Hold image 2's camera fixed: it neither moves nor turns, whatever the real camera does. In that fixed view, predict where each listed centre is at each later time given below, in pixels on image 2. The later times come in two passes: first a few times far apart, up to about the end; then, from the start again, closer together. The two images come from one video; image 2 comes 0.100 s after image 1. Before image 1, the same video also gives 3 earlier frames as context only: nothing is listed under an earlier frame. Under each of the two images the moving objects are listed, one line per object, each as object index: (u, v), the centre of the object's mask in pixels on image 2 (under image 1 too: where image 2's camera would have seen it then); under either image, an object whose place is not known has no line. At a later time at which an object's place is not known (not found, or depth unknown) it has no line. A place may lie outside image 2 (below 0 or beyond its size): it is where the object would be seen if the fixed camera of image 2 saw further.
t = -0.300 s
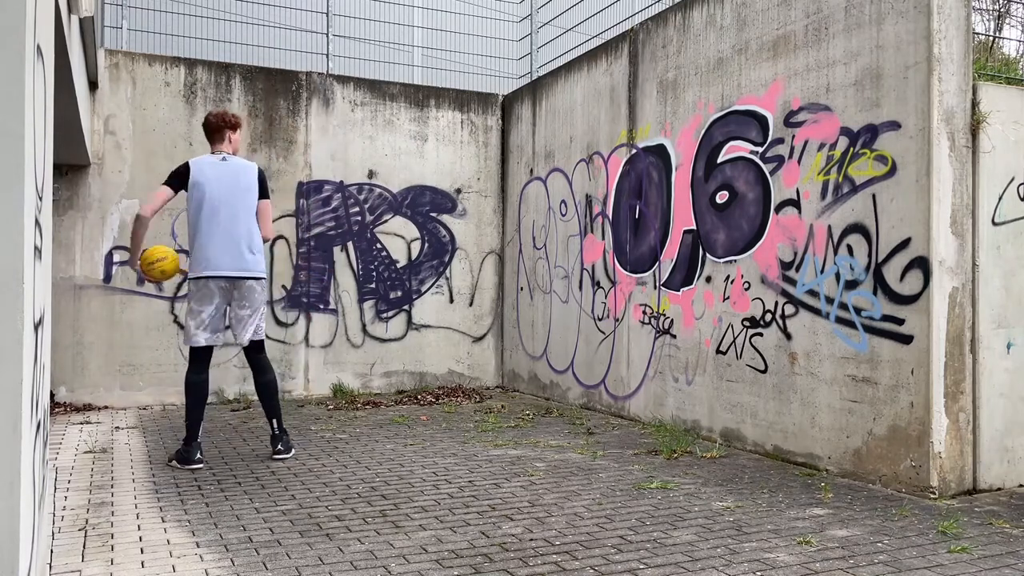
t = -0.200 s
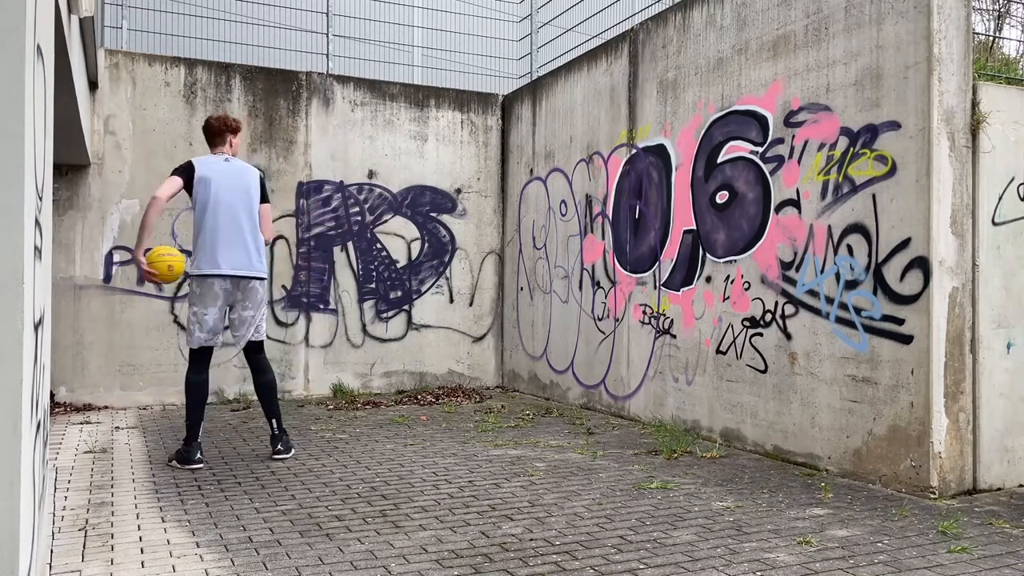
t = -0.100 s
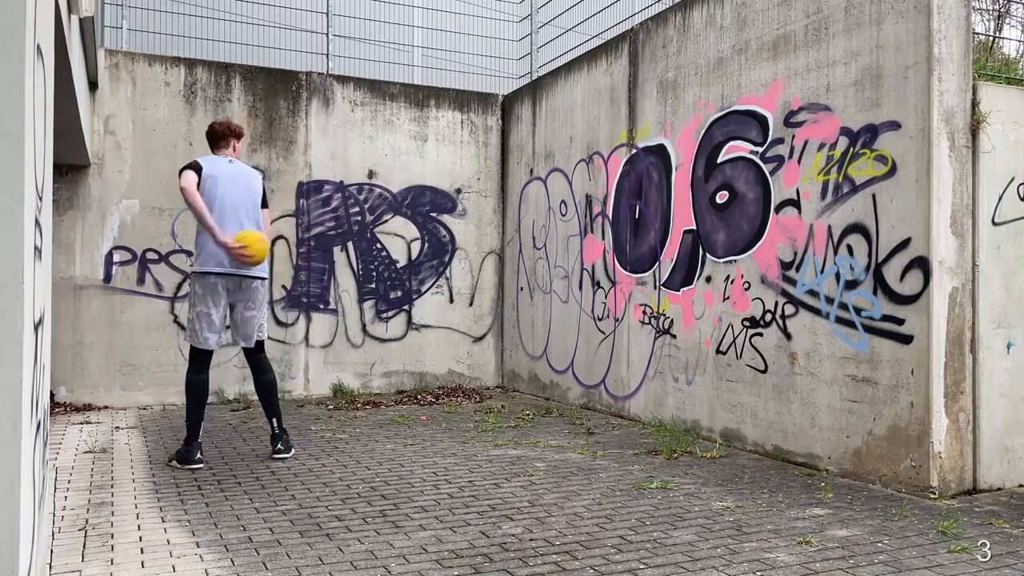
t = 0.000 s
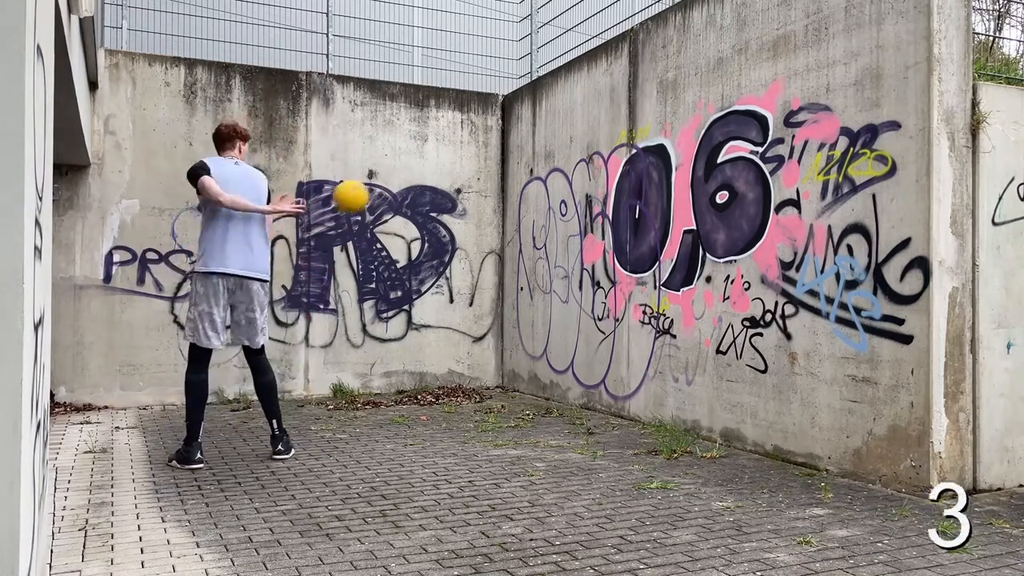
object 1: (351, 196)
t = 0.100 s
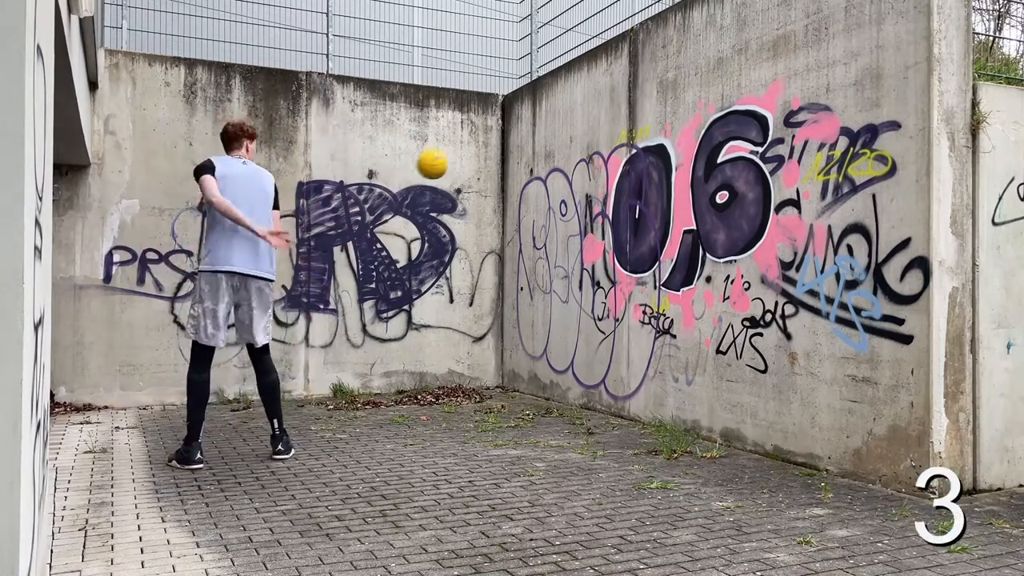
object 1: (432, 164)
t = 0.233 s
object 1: (519, 145)
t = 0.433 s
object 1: (554, 148)
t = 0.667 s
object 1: (419, 186)
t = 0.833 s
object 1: (325, 251)
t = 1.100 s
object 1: (176, 395)
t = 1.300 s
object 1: (110, 314)
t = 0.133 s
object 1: (456, 156)
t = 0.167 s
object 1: (478, 151)
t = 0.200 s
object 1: (499, 147)
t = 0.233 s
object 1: (519, 145)
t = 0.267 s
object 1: (538, 144)
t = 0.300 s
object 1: (556, 144)
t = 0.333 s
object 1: (573, 146)
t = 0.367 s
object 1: (589, 149)
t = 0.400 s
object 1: (574, 148)
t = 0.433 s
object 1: (554, 148)
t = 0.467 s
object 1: (535, 150)
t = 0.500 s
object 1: (515, 153)
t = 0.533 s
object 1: (495, 157)
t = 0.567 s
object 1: (476, 162)
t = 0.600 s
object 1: (457, 169)
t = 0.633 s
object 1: (438, 176)
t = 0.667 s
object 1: (419, 186)
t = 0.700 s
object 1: (400, 197)
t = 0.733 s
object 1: (381, 208)
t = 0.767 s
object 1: (362, 221)
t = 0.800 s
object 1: (343, 235)
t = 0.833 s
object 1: (325, 251)
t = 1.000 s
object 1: (228, 348)
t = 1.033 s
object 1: (209, 371)
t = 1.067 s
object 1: (190, 396)
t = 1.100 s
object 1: (176, 395)
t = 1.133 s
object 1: (165, 378)
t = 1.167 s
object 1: (154, 363)
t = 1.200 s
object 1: (143, 349)
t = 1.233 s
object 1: (132, 336)
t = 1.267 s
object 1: (121, 324)
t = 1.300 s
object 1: (110, 314)
